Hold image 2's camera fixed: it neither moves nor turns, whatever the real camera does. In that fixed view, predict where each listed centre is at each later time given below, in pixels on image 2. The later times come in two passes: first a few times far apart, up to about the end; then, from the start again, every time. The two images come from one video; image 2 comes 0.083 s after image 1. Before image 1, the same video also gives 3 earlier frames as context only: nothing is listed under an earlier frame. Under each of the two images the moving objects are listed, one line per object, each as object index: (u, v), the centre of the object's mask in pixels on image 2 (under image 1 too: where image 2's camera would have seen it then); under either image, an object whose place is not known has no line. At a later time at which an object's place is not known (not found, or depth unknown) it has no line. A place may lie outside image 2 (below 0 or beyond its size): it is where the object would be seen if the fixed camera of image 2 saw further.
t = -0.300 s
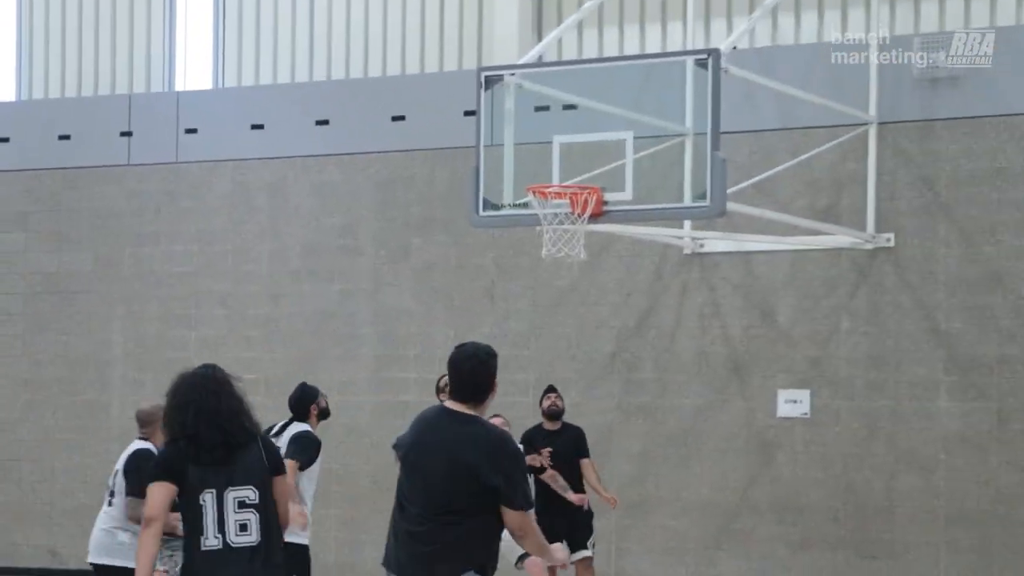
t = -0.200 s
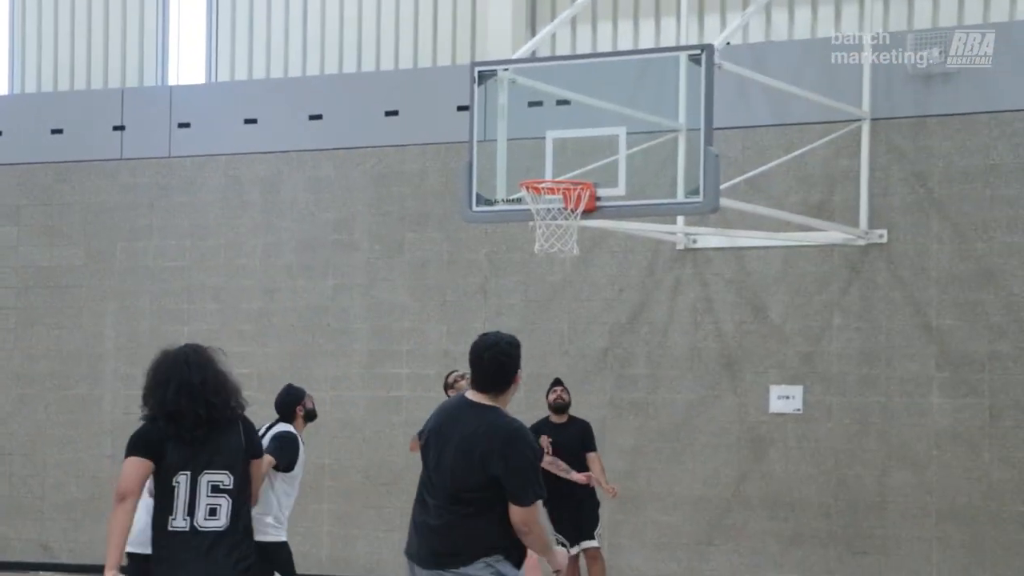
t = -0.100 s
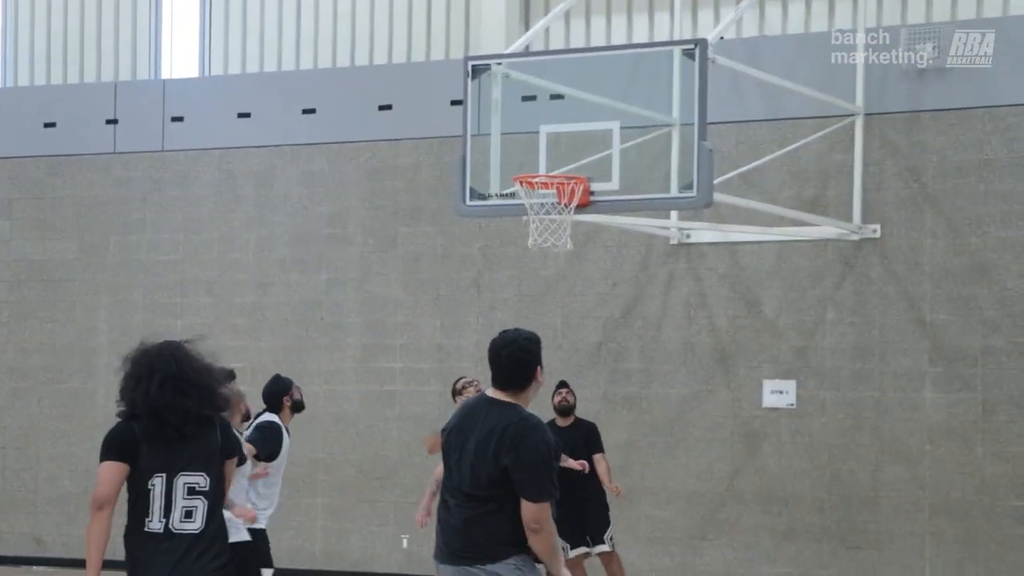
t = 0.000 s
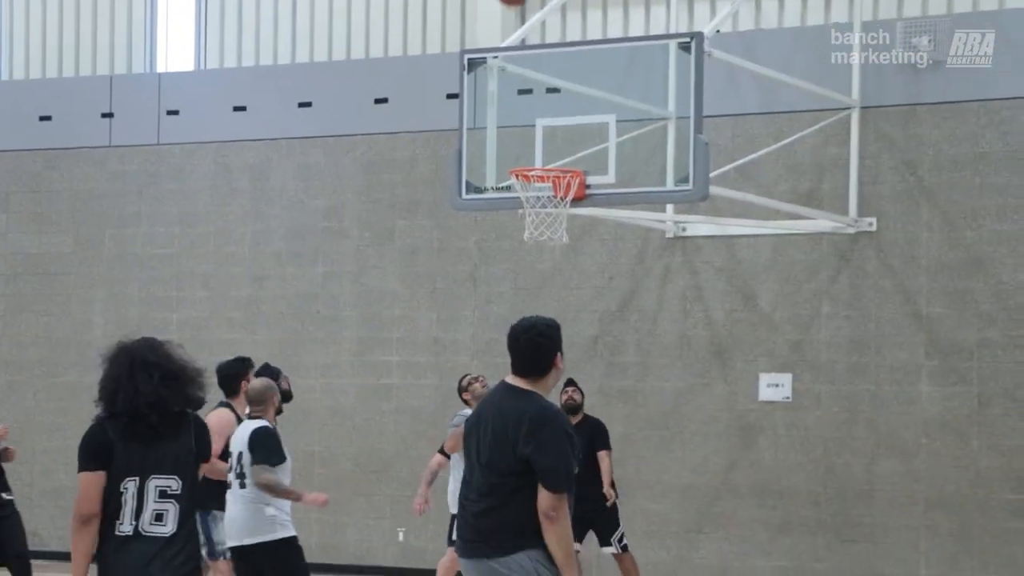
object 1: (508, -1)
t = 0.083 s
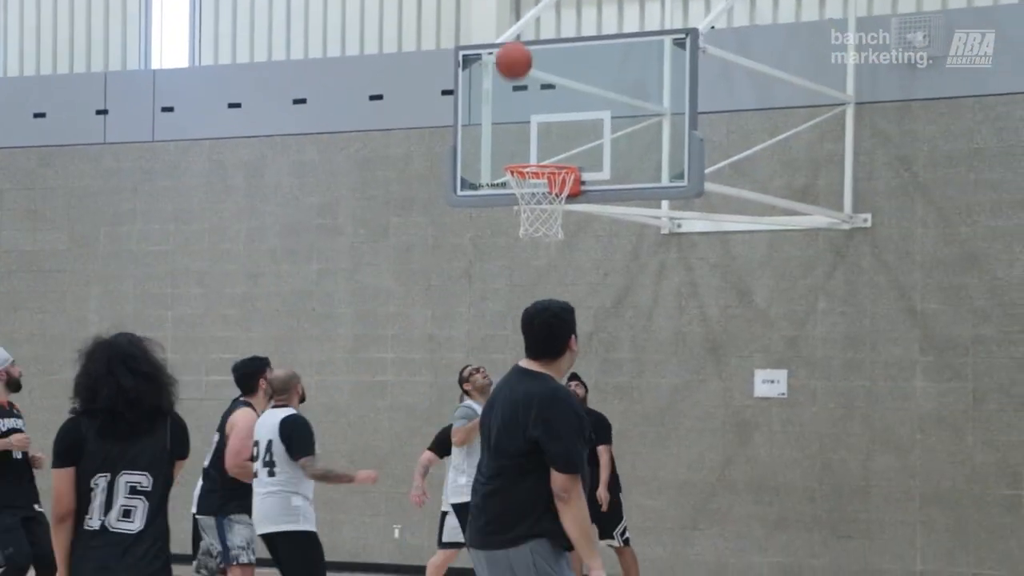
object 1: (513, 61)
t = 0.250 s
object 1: (546, 186)
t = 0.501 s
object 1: (569, 254)
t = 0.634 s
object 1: (576, 323)
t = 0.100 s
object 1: (515, 77)
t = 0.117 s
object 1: (516, 94)
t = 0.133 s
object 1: (517, 110)
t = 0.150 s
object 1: (518, 128)
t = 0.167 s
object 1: (519, 145)
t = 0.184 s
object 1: (521, 155)
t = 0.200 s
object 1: (527, 157)
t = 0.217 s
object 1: (534, 159)
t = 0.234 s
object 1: (543, 181)
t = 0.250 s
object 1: (546, 186)
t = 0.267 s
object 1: (548, 189)
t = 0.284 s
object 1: (546, 195)
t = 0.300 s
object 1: (553, 199)
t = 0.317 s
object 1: (555, 202)
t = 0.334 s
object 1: (557, 206)
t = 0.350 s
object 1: (560, 209)
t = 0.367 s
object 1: (561, 212)
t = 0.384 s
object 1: (562, 216)
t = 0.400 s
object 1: (563, 221)
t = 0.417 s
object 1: (564, 225)
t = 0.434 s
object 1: (566, 233)
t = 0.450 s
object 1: (566, 235)
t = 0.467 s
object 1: (567, 241)
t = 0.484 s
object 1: (568, 248)
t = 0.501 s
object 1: (569, 254)
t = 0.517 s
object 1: (570, 261)
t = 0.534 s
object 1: (571, 269)
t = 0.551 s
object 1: (571, 277)
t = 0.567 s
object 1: (572, 285)
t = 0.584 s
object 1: (573, 294)
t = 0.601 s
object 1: (574, 303)
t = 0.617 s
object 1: (574, 312)
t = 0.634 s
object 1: (576, 323)
